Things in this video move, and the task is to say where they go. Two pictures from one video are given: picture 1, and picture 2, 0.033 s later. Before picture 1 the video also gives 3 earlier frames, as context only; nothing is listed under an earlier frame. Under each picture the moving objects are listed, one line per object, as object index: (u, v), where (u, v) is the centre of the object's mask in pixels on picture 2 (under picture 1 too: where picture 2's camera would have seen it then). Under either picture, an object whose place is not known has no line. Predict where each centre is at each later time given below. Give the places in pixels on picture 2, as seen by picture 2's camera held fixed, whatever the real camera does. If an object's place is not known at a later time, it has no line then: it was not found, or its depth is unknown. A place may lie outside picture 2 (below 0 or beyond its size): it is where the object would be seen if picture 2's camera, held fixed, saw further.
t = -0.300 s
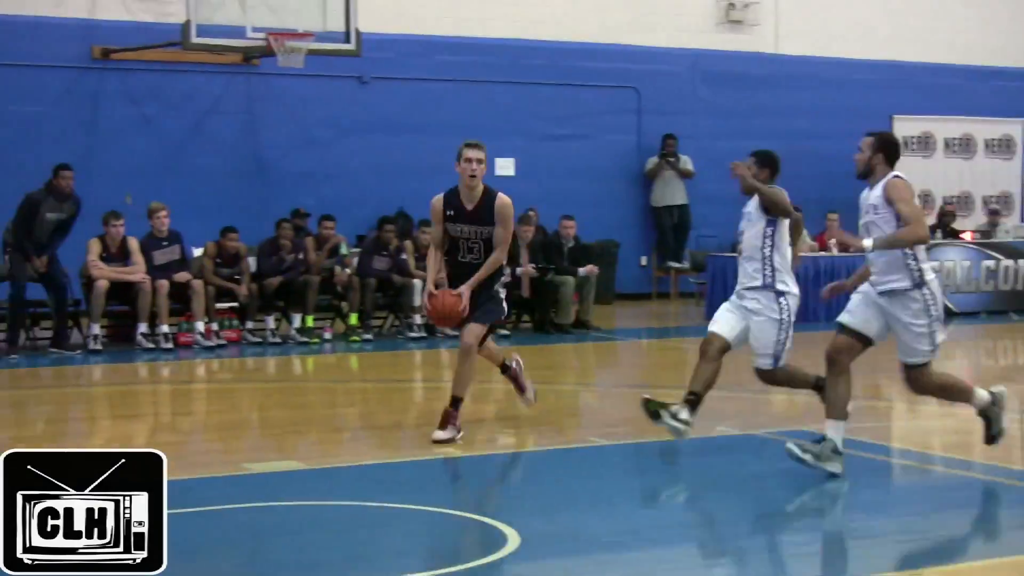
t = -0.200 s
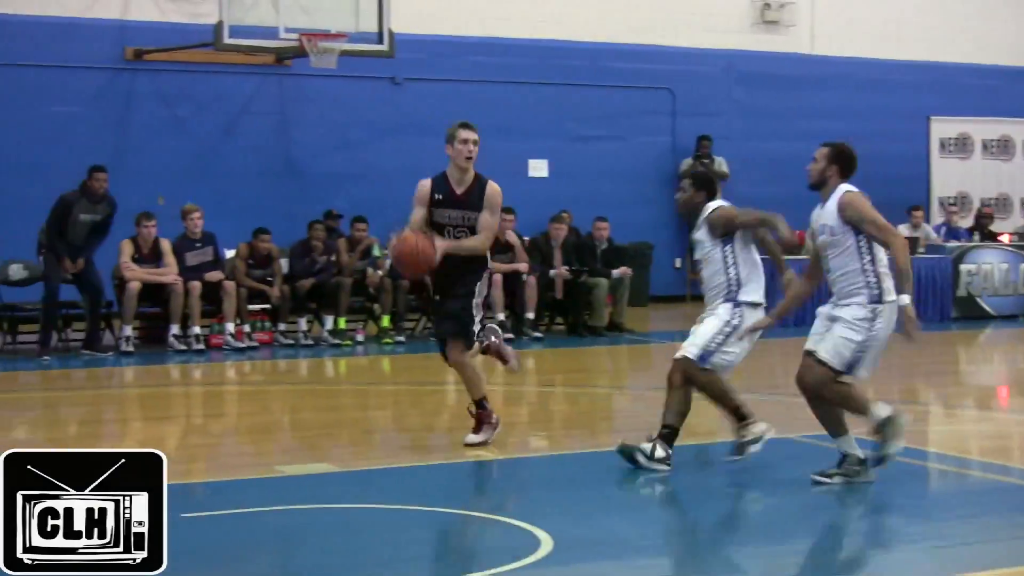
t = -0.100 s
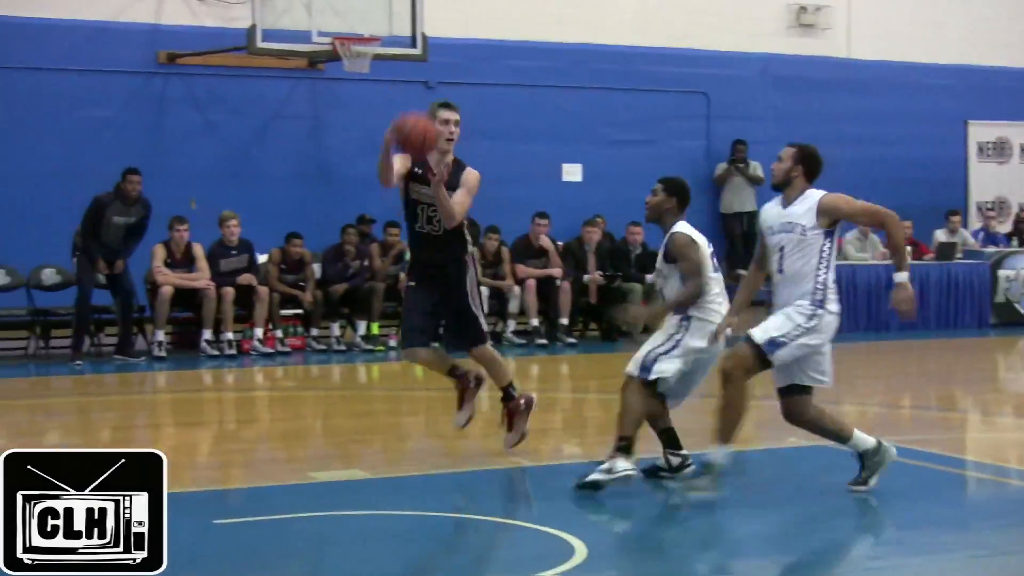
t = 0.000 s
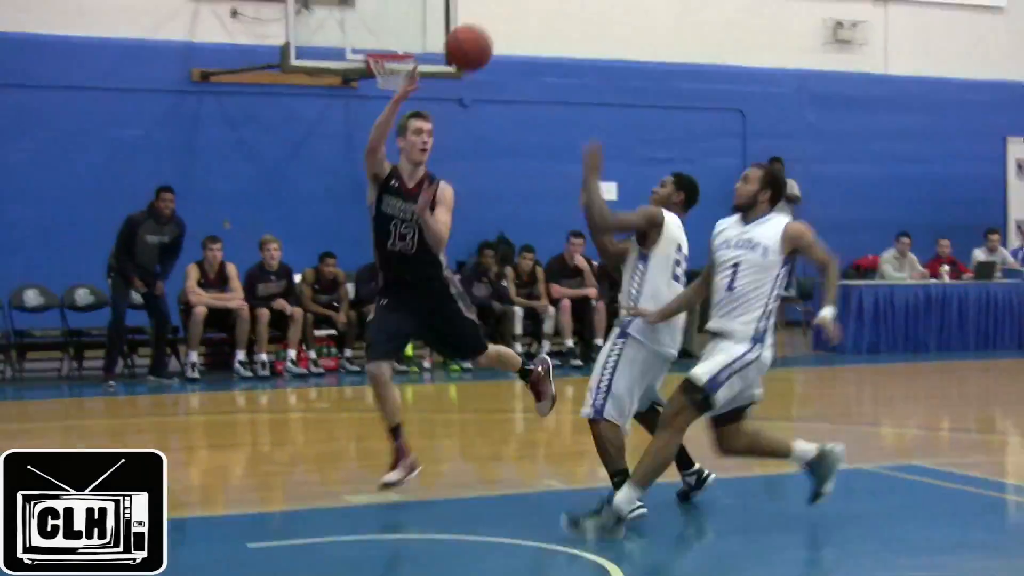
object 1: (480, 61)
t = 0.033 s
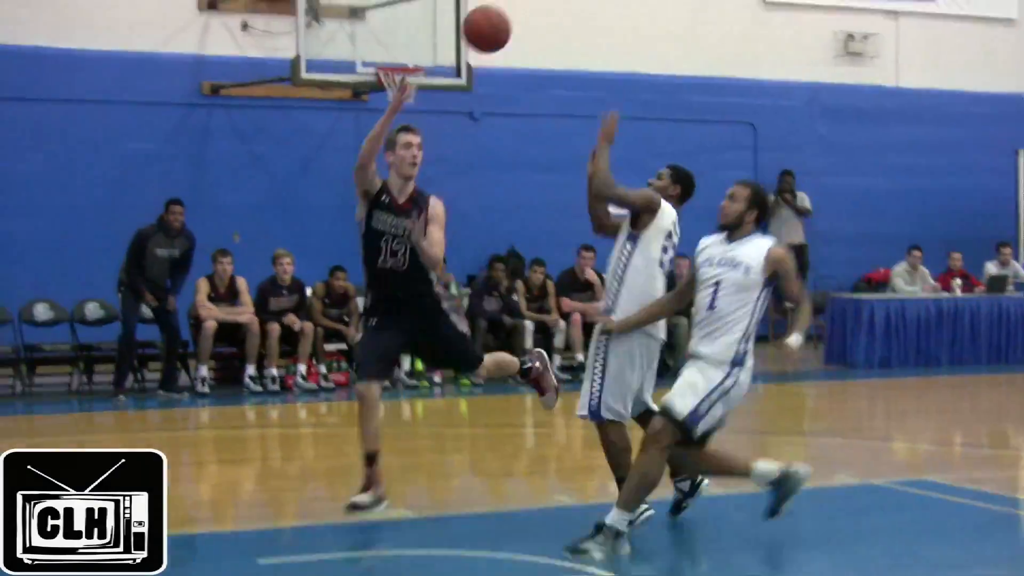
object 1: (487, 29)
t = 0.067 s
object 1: (493, -1)
